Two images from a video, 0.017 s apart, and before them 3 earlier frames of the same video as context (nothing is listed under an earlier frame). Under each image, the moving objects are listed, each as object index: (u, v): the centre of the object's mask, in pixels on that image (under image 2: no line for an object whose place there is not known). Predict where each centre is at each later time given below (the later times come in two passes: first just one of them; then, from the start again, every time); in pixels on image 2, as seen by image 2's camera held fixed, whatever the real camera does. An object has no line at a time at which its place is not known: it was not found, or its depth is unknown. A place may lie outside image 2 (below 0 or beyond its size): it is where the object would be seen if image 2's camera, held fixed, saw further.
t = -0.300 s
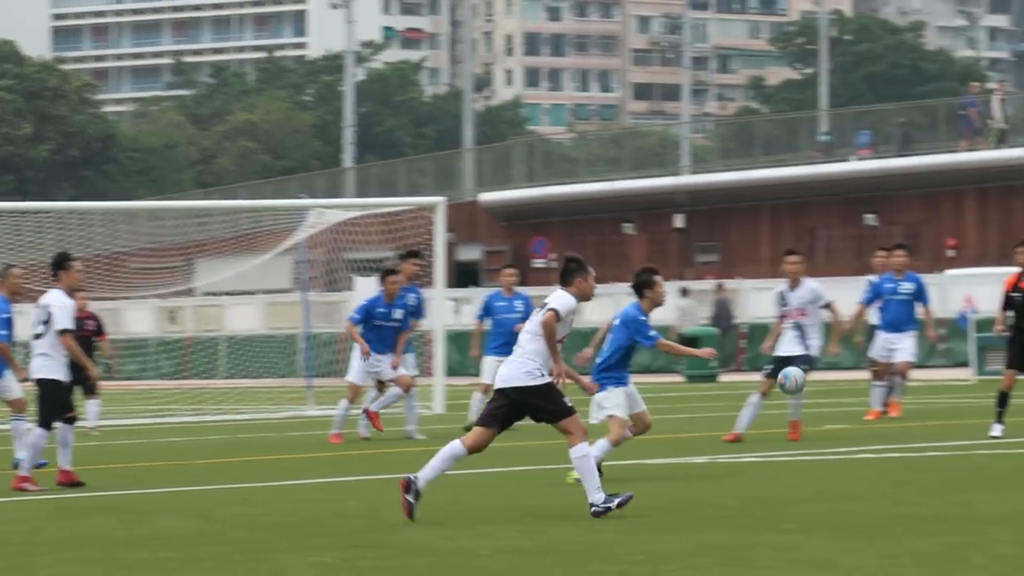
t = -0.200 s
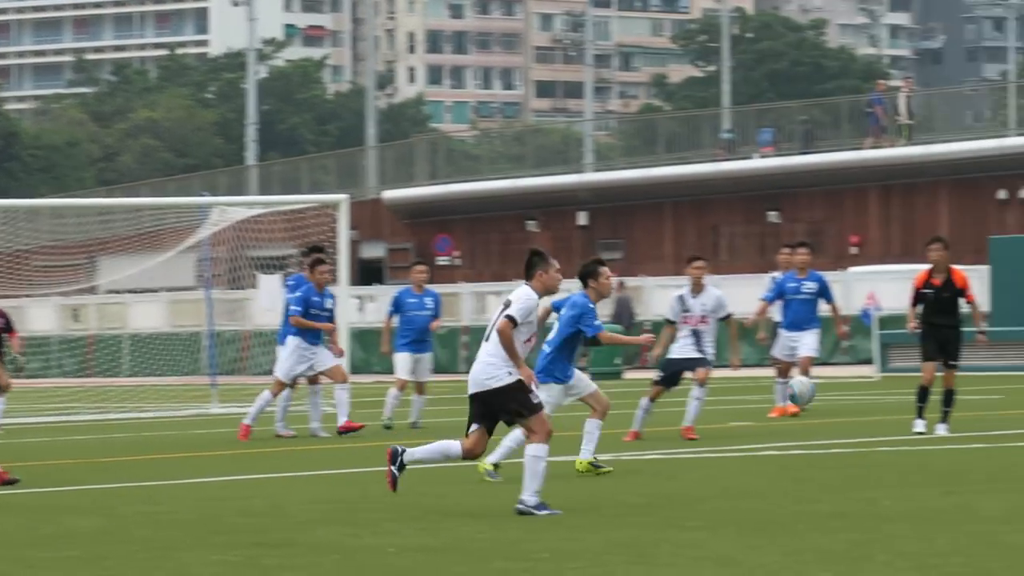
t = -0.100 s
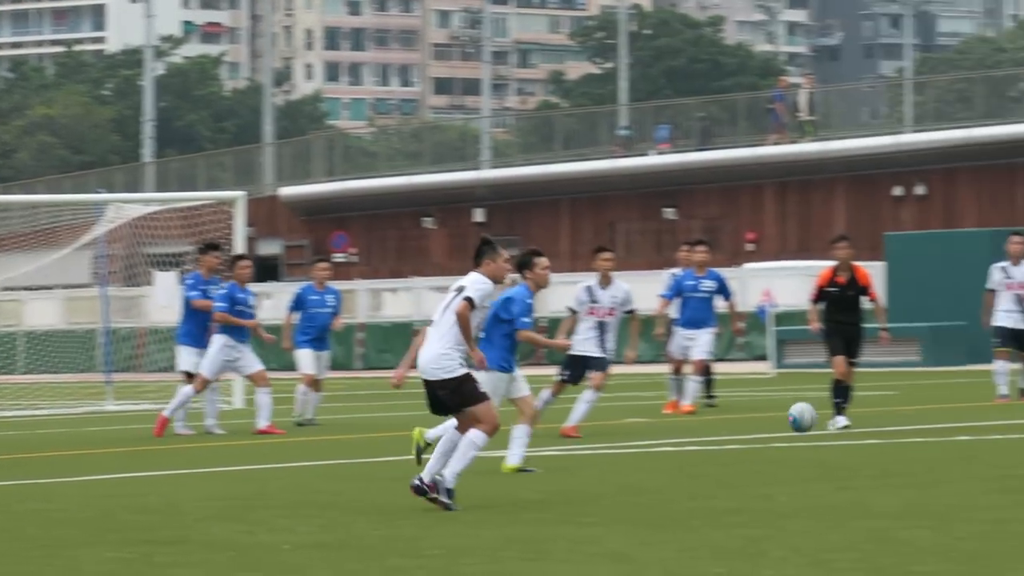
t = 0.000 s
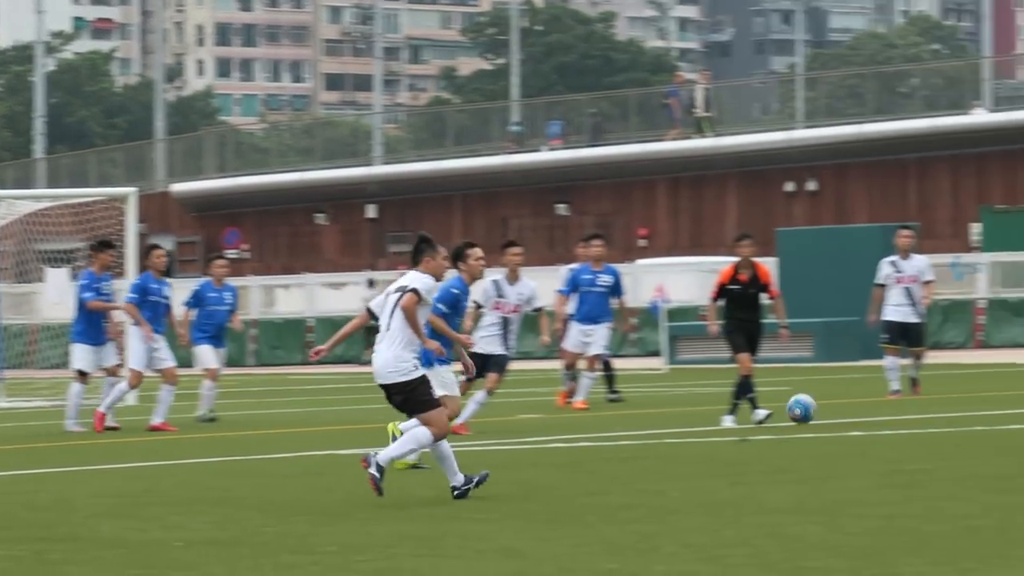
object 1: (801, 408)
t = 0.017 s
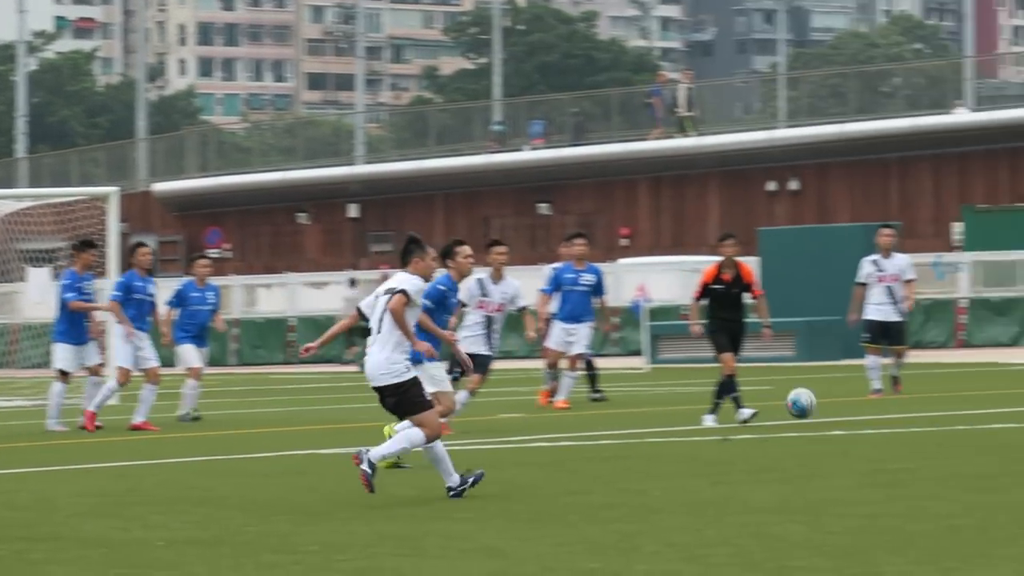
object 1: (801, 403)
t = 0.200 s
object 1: (1005, 367)
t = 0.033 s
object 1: (818, 397)
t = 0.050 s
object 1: (837, 392)
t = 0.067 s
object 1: (855, 387)
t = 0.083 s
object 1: (874, 383)
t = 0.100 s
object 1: (892, 380)
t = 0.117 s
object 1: (911, 376)
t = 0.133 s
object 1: (929, 373)
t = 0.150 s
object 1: (948, 371)
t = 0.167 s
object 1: (966, 369)
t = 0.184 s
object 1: (985, 367)
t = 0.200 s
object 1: (1005, 367)
